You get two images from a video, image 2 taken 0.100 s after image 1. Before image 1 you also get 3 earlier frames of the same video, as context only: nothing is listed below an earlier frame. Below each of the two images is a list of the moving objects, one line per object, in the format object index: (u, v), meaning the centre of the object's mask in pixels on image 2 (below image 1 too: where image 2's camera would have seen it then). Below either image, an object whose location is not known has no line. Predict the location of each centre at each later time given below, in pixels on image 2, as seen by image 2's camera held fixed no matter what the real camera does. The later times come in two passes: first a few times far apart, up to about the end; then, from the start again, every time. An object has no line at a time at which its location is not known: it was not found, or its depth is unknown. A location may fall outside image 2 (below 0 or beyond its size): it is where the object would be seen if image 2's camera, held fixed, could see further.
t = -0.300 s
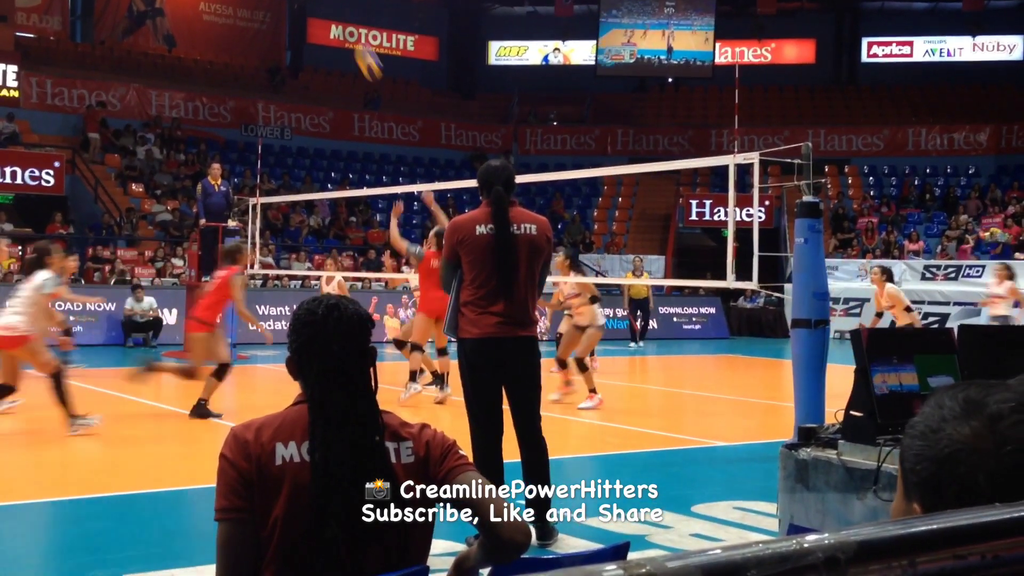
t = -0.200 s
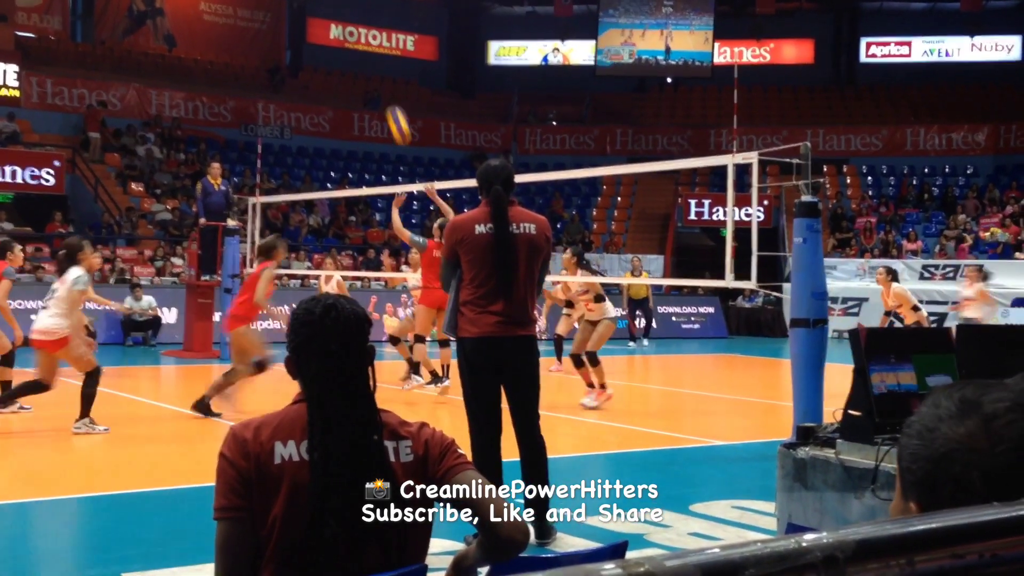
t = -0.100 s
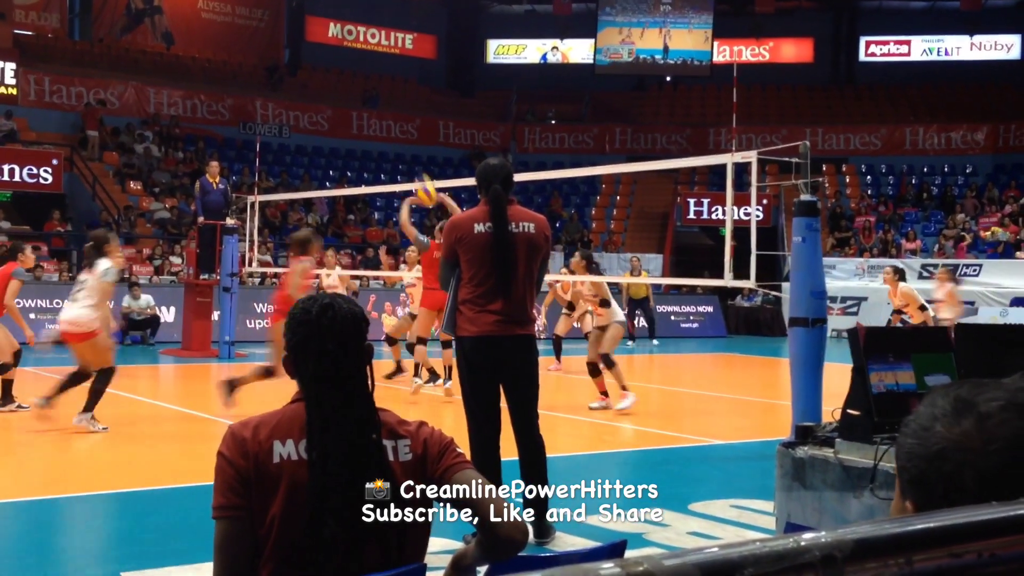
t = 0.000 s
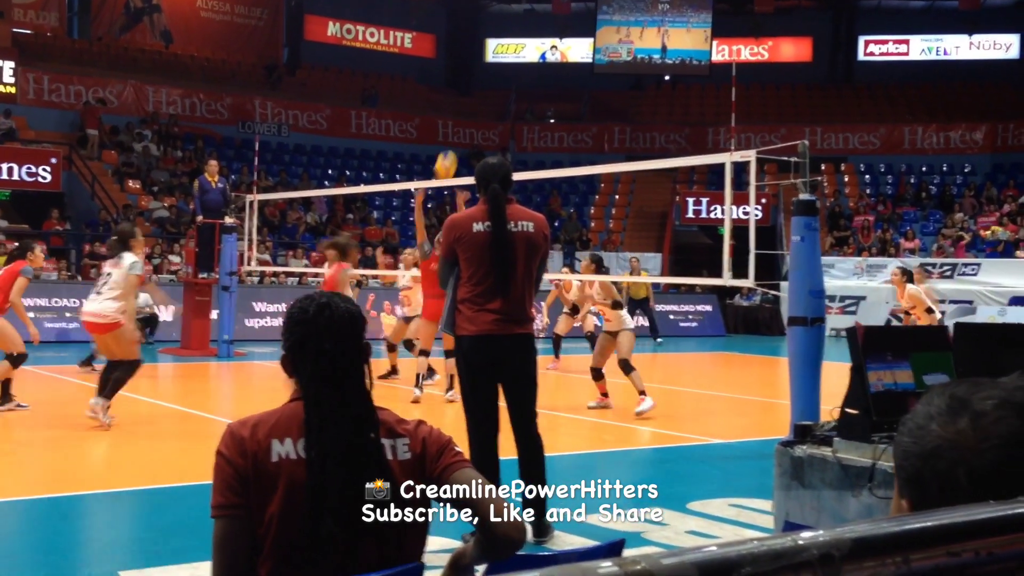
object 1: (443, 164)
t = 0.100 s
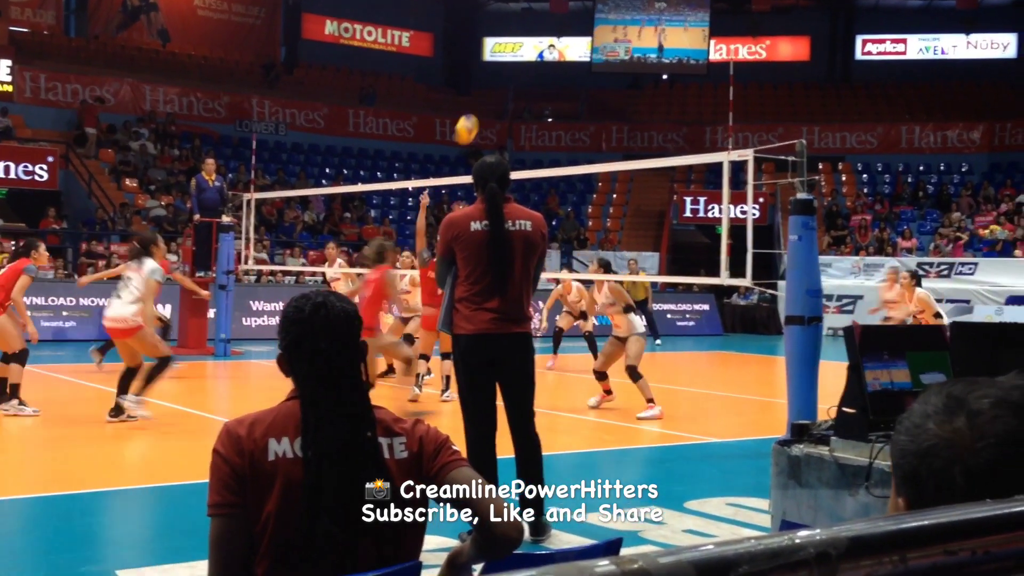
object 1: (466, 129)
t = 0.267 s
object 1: (505, 90)
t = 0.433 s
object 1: (546, 79)
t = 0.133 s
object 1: (474, 119)
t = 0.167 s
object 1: (482, 110)
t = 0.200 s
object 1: (490, 102)
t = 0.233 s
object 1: (498, 95)
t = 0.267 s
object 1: (505, 90)
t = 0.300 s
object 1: (514, 85)
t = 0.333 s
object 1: (522, 82)
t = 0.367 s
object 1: (530, 79)
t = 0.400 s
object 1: (538, 78)
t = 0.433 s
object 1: (546, 79)
